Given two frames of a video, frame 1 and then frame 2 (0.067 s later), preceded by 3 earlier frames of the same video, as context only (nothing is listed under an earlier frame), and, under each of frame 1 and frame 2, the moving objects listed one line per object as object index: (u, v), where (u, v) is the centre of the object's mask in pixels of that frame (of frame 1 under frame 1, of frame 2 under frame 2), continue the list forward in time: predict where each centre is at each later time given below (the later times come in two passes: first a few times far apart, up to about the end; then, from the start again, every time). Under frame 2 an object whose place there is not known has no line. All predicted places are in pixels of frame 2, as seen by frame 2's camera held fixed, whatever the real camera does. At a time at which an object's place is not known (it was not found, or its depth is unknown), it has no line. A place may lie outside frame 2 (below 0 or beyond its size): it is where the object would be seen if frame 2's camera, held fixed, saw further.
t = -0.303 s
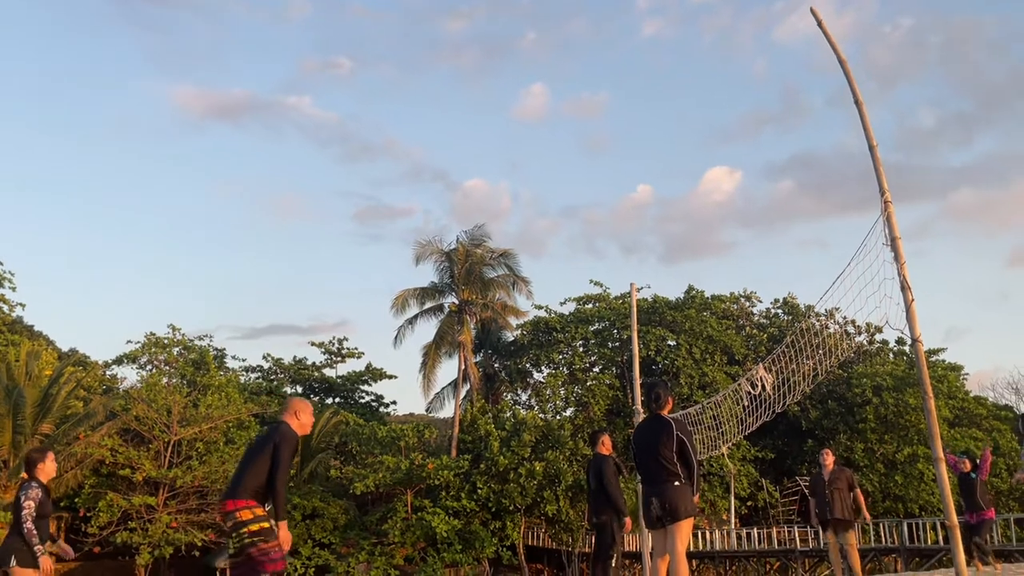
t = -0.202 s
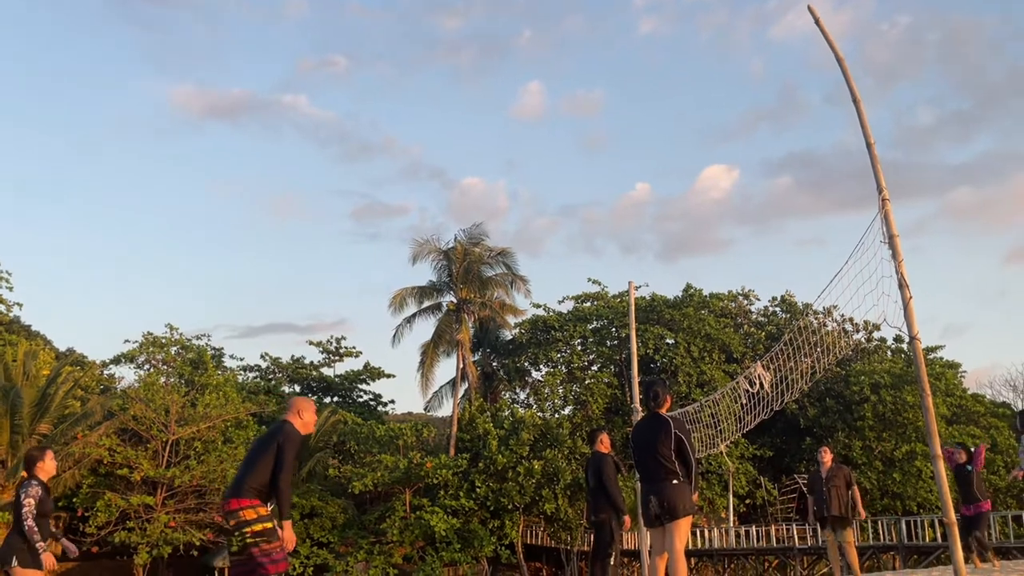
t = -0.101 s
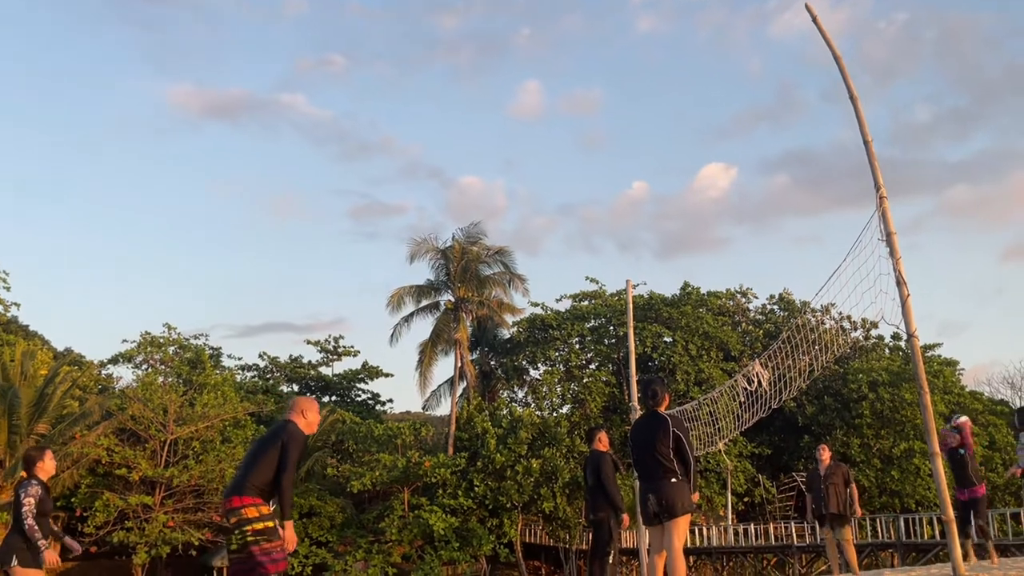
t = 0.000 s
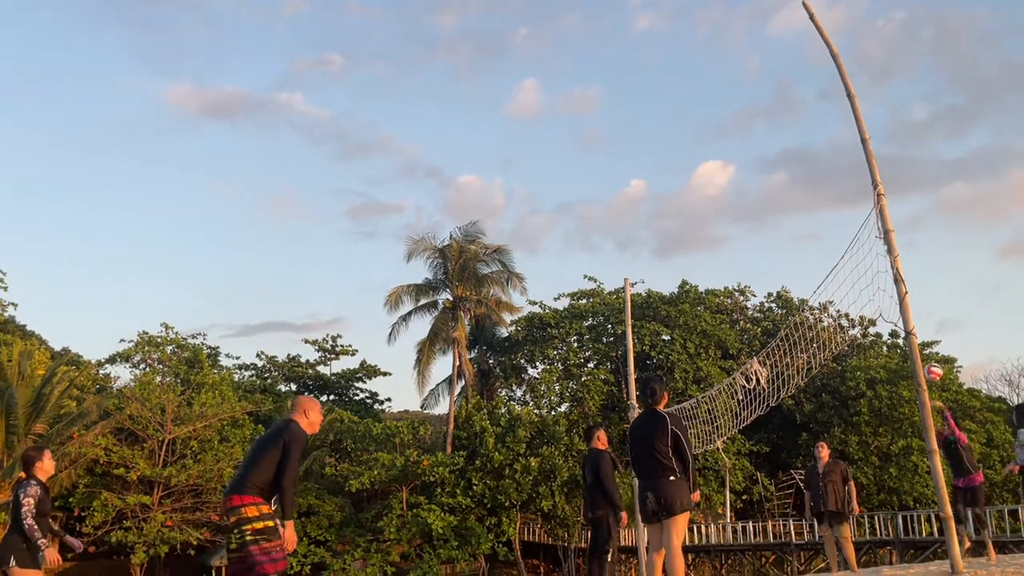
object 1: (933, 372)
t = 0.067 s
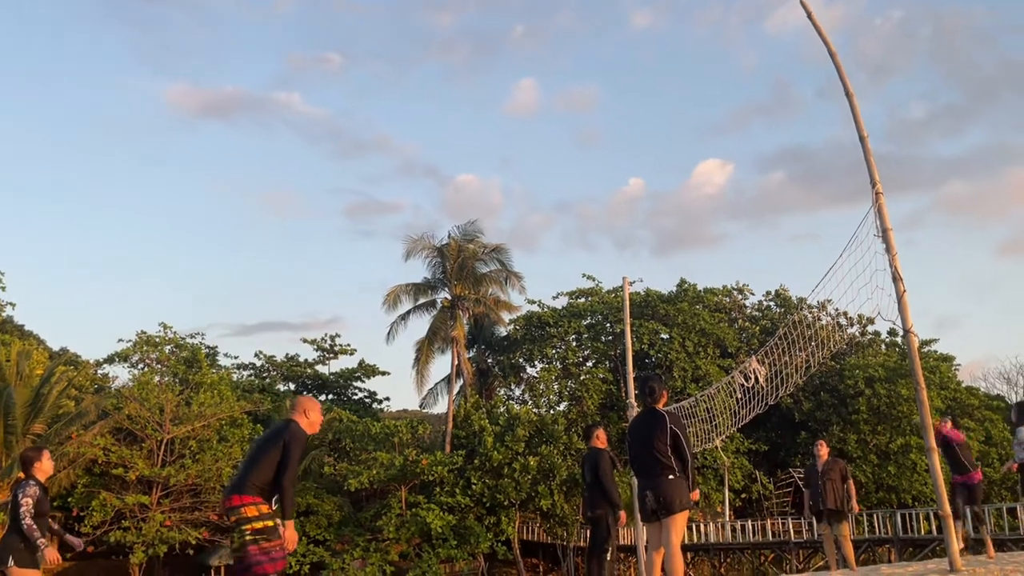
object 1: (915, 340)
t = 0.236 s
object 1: (859, 279)
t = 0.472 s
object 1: (787, 228)
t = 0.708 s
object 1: (714, 223)
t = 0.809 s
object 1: (682, 236)
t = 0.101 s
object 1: (898, 327)
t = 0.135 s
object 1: (889, 313)
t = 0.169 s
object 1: (880, 301)
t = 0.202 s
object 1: (870, 290)
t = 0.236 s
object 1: (859, 279)
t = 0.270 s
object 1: (848, 270)
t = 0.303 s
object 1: (839, 260)
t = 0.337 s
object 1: (829, 252)
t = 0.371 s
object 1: (818, 245)
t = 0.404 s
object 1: (808, 238)
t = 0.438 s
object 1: (798, 233)
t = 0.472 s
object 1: (787, 228)
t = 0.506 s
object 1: (777, 224)
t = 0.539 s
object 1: (766, 221)
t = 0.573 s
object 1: (756, 220)
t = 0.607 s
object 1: (746, 219)
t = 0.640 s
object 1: (736, 219)
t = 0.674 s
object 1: (725, 221)
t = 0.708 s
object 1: (714, 223)
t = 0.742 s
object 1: (703, 226)
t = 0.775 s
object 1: (693, 230)
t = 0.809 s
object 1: (682, 236)
